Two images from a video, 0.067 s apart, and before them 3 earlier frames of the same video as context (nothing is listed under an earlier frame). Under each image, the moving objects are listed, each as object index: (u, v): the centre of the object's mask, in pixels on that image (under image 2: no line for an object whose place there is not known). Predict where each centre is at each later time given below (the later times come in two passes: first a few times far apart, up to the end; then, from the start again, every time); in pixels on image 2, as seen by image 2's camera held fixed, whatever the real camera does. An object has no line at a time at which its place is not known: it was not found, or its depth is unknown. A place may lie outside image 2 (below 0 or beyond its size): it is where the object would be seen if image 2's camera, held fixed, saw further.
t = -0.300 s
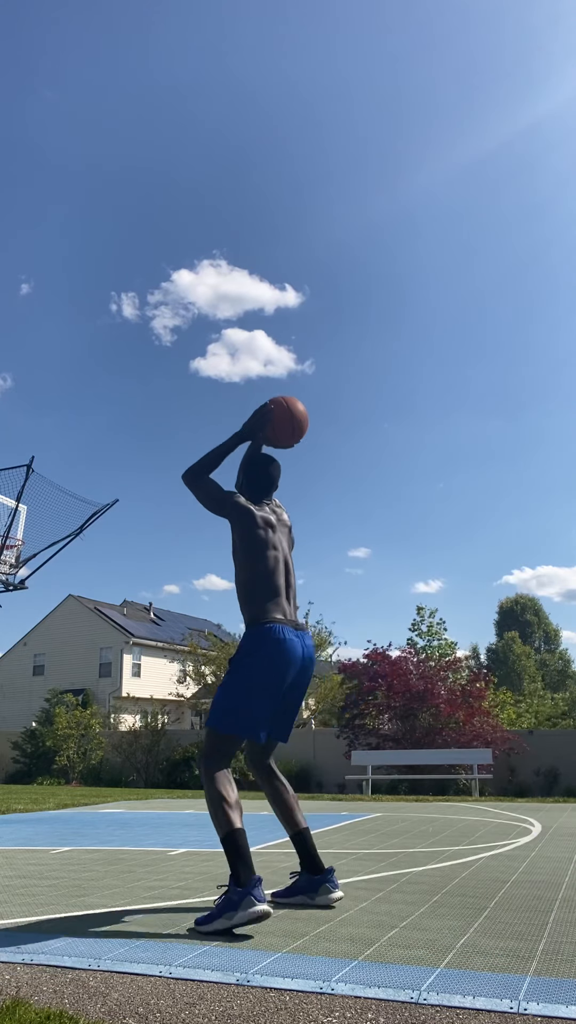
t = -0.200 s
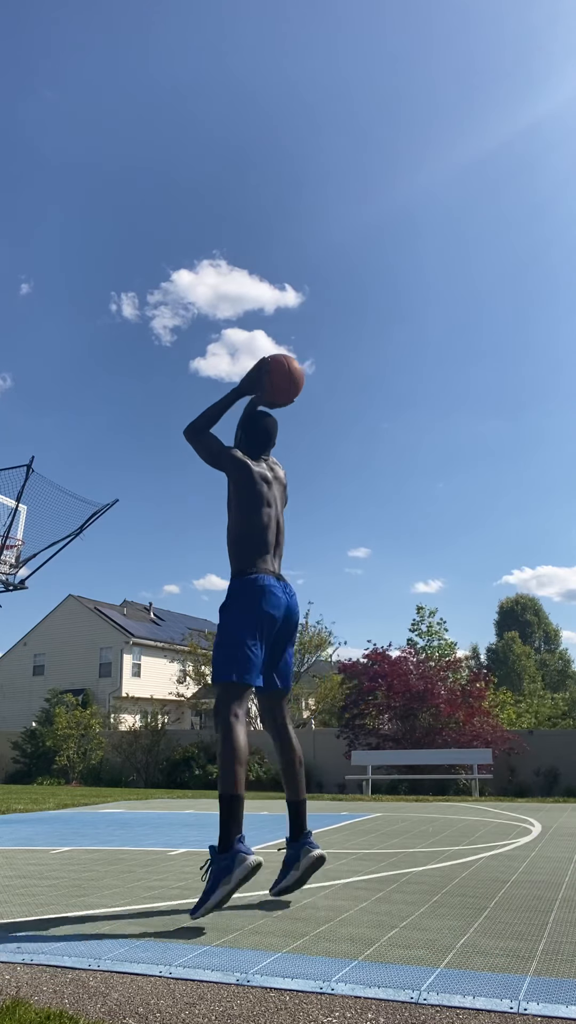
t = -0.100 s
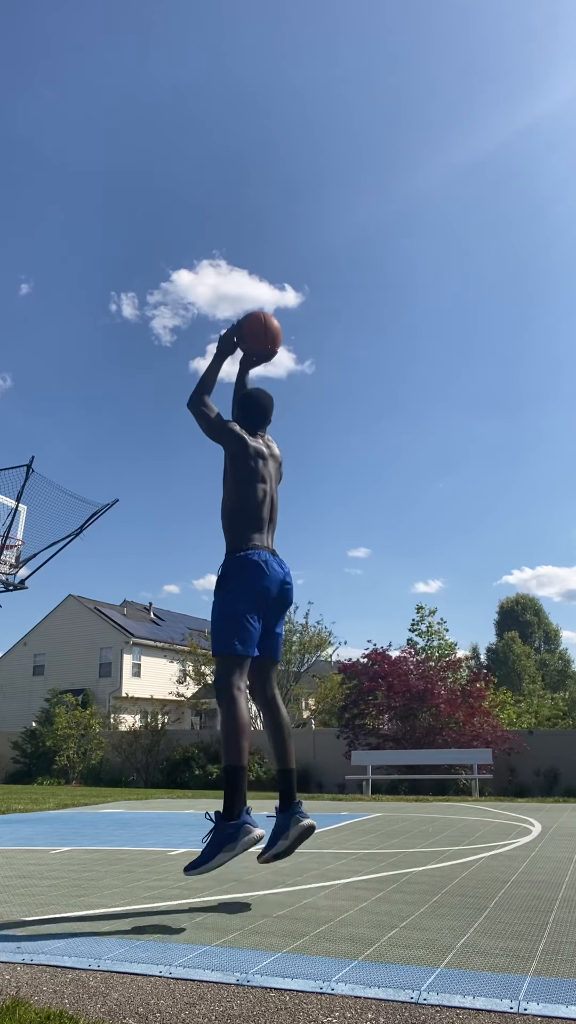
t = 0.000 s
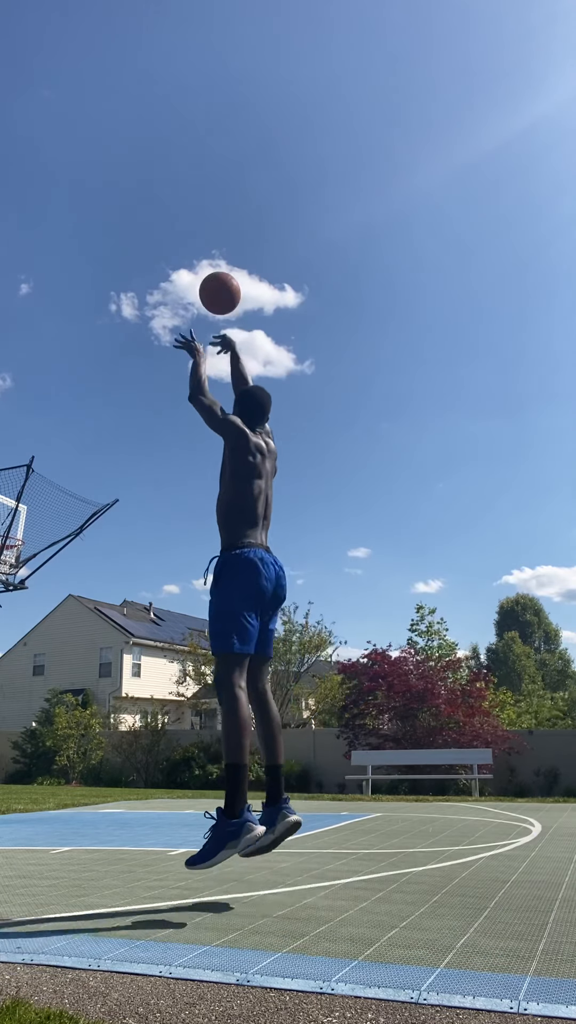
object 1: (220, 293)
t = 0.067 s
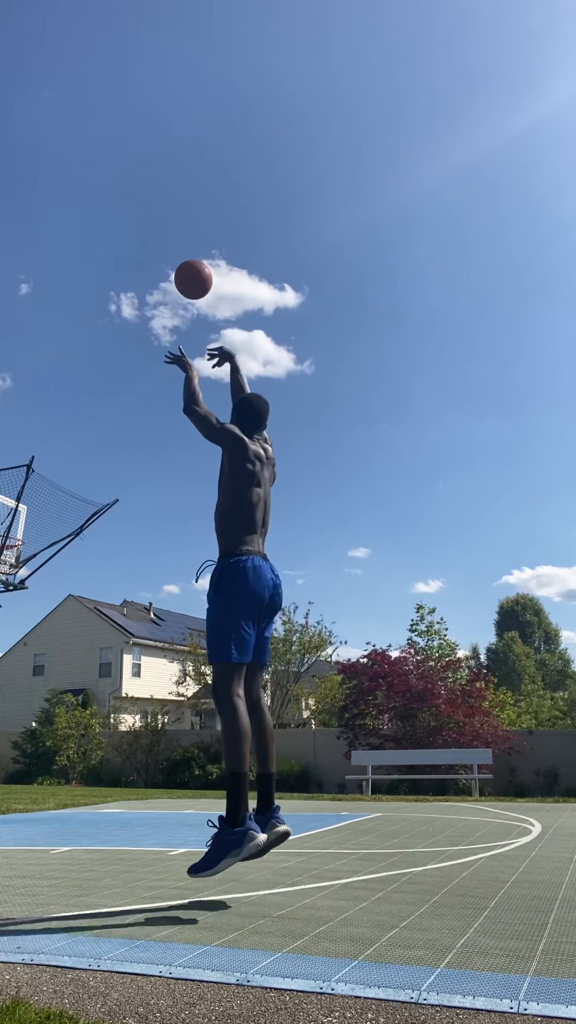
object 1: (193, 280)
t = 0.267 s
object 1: (134, 280)
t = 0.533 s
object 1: (81, 336)
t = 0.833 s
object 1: (38, 446)
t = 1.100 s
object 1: (13, 530)
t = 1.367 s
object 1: (29, 534)
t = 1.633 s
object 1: (49, 542)
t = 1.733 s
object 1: (45, 538)
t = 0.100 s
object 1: (182, 276)
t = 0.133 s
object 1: (171, 274)
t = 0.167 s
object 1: (161, 273)
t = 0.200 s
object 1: (151, 274)
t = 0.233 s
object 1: (143, 276)
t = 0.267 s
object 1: (134, 280)
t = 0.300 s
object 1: (126, 284)
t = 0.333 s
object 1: (119, 289)
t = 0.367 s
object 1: (112, 295)
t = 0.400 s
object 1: (105, 302)
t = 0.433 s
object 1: (99, 310)
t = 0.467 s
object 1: (93, 318)
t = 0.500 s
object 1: (87, 327)
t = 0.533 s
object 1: (81, 336)
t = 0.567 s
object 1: (76, 346)
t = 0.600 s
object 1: (71, 357)
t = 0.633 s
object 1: (66, 368)
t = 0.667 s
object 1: (61, 380)
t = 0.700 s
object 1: (56, 392)
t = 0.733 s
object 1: (52, 405)
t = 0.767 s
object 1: (47, 419)
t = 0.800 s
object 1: (43, 432)
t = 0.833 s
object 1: (38, 446)
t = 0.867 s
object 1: (34, 461)
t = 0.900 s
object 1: (30, 477)
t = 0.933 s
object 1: (26, 492)
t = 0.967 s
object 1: (22, 508)
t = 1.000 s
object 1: (18, 525)
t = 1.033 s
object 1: (18, 531)
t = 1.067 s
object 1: (15, 530)
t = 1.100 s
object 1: (13, 530)
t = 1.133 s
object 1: (11, 530)
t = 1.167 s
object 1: (10, 531)
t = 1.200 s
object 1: (9, 531)
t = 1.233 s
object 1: (10, 532)
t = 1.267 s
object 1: (15, 532)
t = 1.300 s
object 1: (19, 532)
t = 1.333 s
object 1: (24, 533)
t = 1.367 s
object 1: (29, 534)
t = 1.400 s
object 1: (33, 537)
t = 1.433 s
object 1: (38, 539)
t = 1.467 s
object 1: (43, 543)
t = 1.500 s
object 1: (47, 547)
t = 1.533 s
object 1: (50, 549)
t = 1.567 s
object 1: (51, 548)
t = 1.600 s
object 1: (50, 545)
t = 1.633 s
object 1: (49, 542)
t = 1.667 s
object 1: (48, 540)
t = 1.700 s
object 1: (46, 538)
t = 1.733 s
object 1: (45, 538)
